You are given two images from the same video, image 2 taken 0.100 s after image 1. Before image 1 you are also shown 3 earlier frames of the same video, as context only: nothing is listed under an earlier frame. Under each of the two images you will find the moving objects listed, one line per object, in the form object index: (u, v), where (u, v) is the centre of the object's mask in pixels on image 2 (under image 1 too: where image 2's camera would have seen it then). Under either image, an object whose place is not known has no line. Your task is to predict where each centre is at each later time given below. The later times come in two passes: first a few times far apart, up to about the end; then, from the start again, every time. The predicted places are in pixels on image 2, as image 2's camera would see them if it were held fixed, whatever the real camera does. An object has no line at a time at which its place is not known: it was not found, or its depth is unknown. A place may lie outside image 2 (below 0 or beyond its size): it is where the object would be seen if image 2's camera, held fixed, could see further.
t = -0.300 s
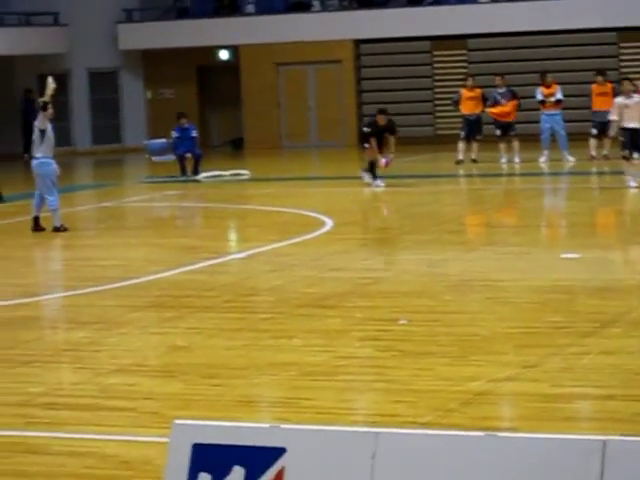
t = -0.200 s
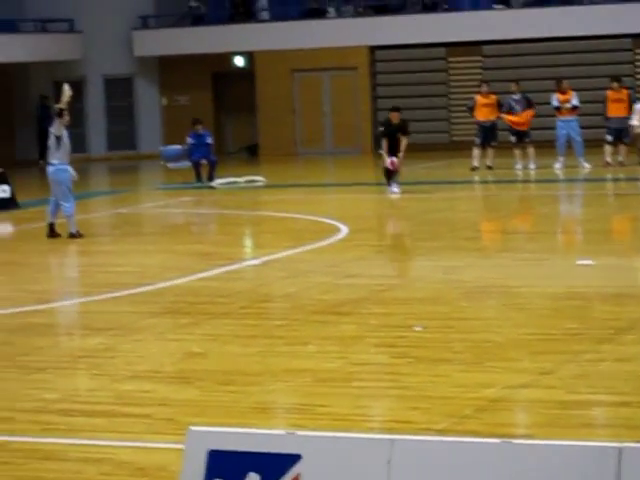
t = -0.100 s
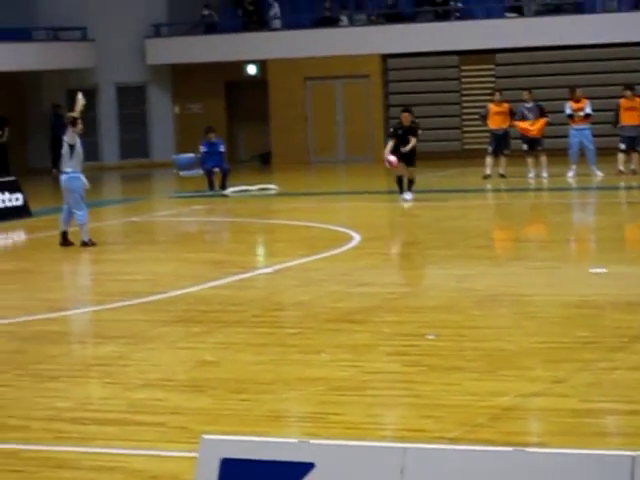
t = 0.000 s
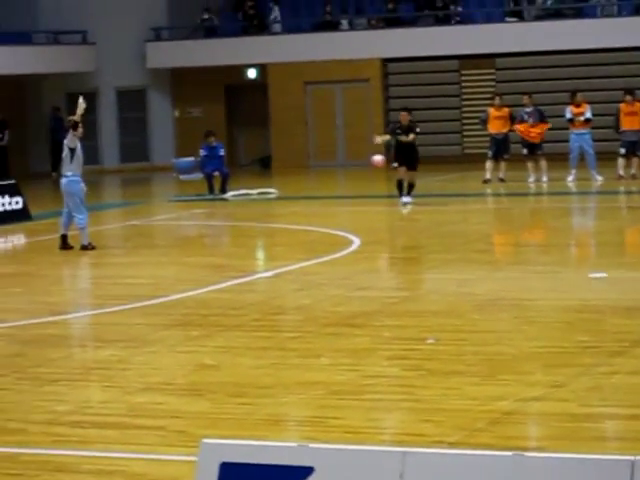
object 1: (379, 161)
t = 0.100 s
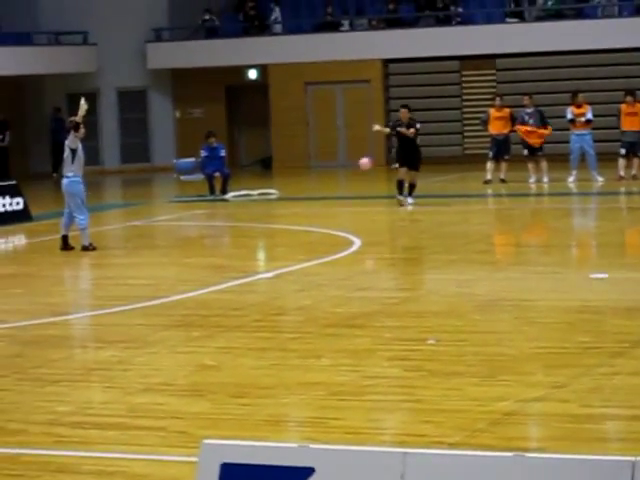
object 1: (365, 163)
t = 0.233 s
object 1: (348, 171)
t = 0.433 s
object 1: (323, 208)
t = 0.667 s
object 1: (299, 196)
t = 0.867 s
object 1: (281, 208)
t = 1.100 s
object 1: (259, 212)
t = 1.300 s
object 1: (242, 218)
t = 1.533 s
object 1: (218, 223)
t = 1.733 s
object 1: (199, 226)
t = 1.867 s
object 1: (185, 228)
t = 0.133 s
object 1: (360, 164)
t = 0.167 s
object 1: (357, 166)
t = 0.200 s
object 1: (353, 168)
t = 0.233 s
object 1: (348, 171)
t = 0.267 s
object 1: (344, 175)
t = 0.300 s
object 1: (339, 180)
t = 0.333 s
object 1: (335, 186)
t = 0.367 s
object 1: (331, 193)
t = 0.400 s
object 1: (327, 200)
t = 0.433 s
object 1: (323, 208)
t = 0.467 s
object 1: (320, 207)
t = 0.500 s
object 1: (316, 203)
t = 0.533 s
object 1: (312, 201)
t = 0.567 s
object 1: (309, 200)
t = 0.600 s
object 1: (306, 197)
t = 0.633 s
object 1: (302, 195)
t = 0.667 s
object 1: (299, 196)
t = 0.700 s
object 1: (296, 197)
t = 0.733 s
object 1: (293, 197)
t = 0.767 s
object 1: (291, 199)
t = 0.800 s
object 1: (287, 202)
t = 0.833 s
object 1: (284, 205)
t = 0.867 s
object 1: (281, 208)
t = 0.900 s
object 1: (279, 213)
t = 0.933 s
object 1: (275, 214)
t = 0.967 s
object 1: (271, 213)
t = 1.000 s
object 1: (268, 212)
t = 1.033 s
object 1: (267, 211)
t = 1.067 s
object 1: (262, 211)
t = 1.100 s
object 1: (259, 212)
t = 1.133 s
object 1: (256, 214)
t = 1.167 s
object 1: (254, 215)
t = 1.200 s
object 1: (250, 218)
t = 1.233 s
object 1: (246, 218)
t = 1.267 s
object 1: (243, 219)
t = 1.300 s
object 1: (242, 218)
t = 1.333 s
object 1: (238, 218)
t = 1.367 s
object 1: (234, 221)
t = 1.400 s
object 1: (231, 222)
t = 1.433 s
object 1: (228, 221)
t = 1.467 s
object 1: (225, 221)
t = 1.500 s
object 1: (221, 223)
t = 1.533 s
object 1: (218, 223)
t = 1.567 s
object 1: (215, 224)
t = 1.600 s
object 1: (212, 224)
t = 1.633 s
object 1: (208, 225)
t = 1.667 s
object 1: (205, 226)
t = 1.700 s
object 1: (202, 226)
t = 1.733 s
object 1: (199, 226)
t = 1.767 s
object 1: (195, 226)
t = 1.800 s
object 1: (191, 227)
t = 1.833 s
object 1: (188, 228)
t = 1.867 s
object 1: (185, 228)
